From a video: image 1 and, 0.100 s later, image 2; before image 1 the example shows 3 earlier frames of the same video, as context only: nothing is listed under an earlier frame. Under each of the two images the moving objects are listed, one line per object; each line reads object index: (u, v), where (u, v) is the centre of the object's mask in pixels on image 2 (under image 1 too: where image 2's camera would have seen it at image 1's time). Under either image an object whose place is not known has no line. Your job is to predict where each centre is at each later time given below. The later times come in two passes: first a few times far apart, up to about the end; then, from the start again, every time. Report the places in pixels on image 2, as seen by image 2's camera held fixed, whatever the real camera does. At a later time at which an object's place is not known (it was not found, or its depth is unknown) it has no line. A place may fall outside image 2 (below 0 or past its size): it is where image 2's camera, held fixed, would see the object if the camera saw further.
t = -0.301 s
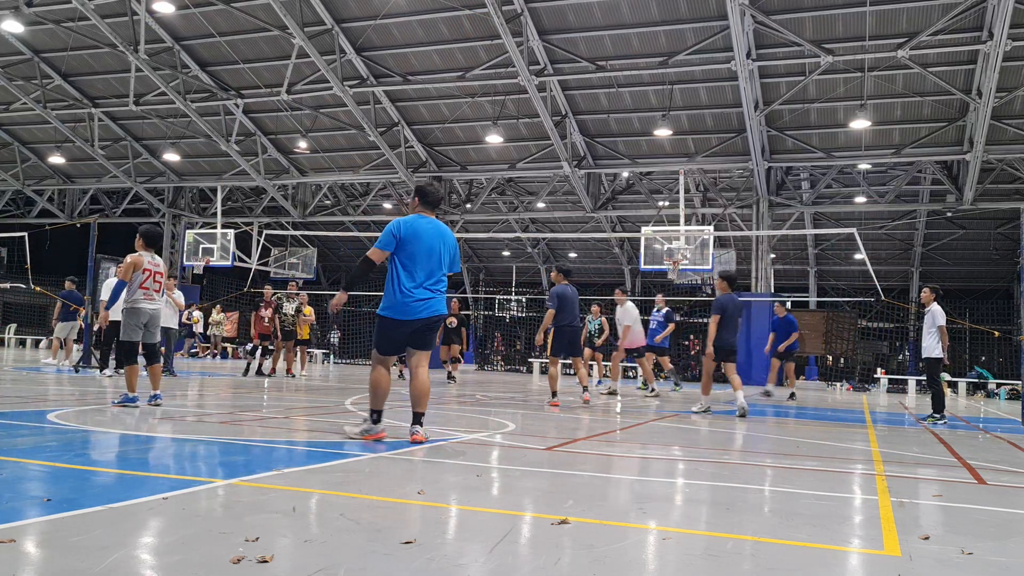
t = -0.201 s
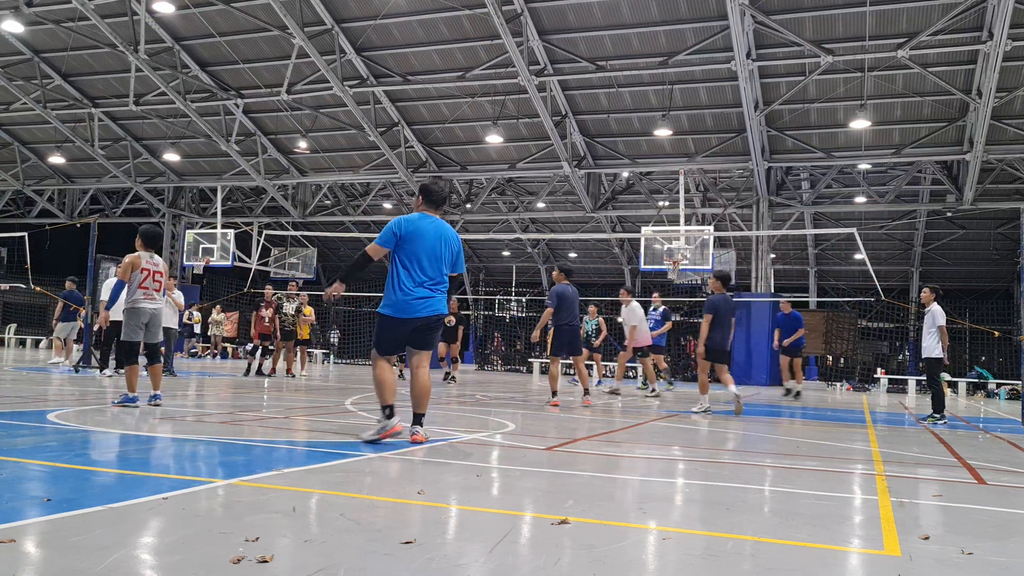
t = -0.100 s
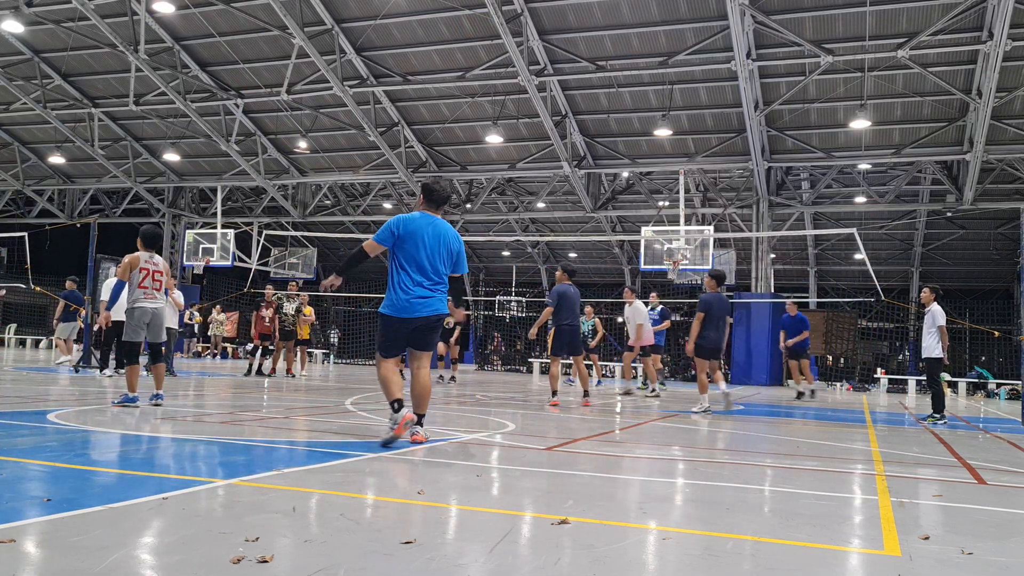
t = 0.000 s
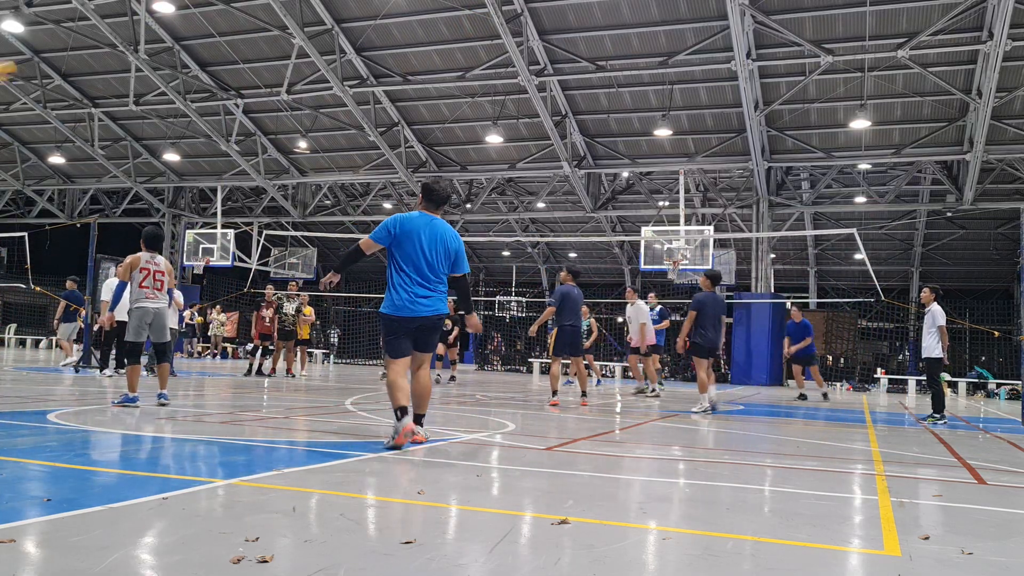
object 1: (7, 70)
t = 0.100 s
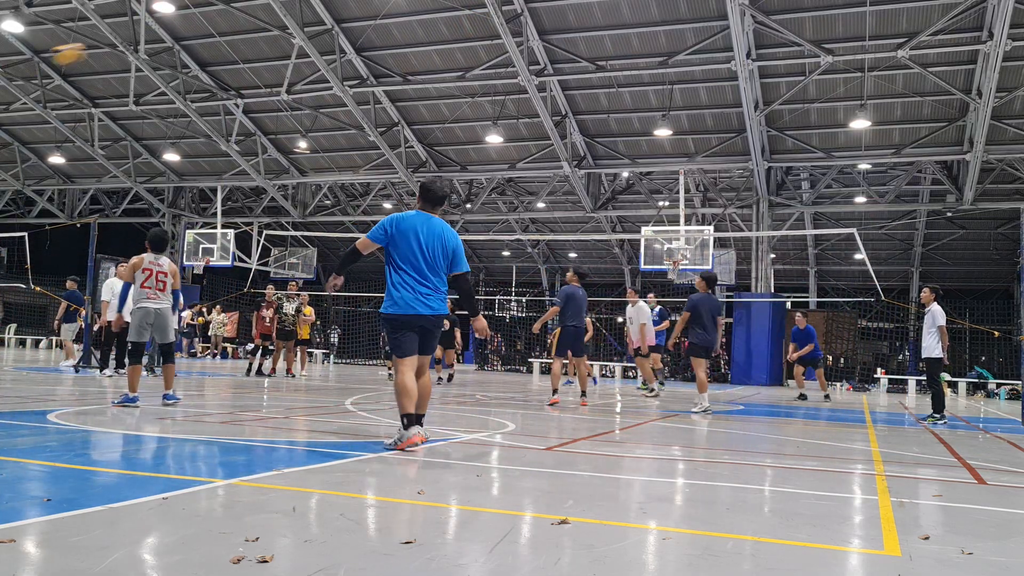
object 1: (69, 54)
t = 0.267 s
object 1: (174, 43)
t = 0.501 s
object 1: (301, 68)
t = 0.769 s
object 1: (417, 137)
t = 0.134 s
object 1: (91, 50)
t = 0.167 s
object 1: (112, 46)
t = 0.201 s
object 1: (135, 44)
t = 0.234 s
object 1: (154, 44)
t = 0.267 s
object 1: (174, 43)
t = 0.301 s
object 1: (193, 45)
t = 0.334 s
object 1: (211, 46)
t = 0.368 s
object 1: (231, 49)
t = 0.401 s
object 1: (248, 53)
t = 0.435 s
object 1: (265, 56)
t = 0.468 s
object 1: (282, 62)
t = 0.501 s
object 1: (301, 68)
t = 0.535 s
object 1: (315, 74)
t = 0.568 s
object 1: (330, 79)
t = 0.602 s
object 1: (346, 87)
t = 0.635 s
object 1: (361, 97)
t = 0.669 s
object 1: (374, 105)
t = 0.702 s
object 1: (389, 116)
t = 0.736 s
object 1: (403, 126)
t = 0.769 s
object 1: (417, 137)
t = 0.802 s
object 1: (430, 148)
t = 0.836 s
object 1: (442, 161)
